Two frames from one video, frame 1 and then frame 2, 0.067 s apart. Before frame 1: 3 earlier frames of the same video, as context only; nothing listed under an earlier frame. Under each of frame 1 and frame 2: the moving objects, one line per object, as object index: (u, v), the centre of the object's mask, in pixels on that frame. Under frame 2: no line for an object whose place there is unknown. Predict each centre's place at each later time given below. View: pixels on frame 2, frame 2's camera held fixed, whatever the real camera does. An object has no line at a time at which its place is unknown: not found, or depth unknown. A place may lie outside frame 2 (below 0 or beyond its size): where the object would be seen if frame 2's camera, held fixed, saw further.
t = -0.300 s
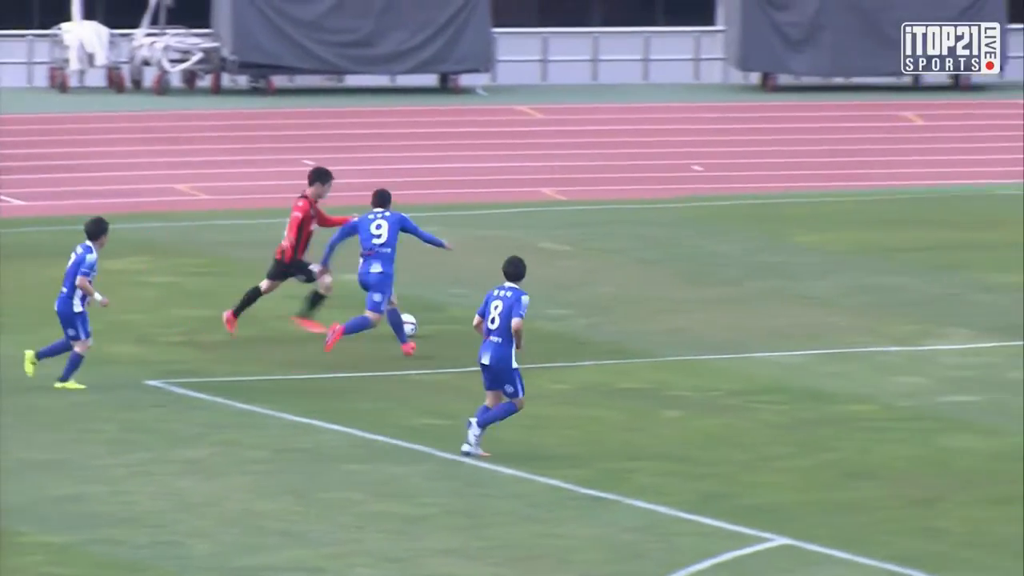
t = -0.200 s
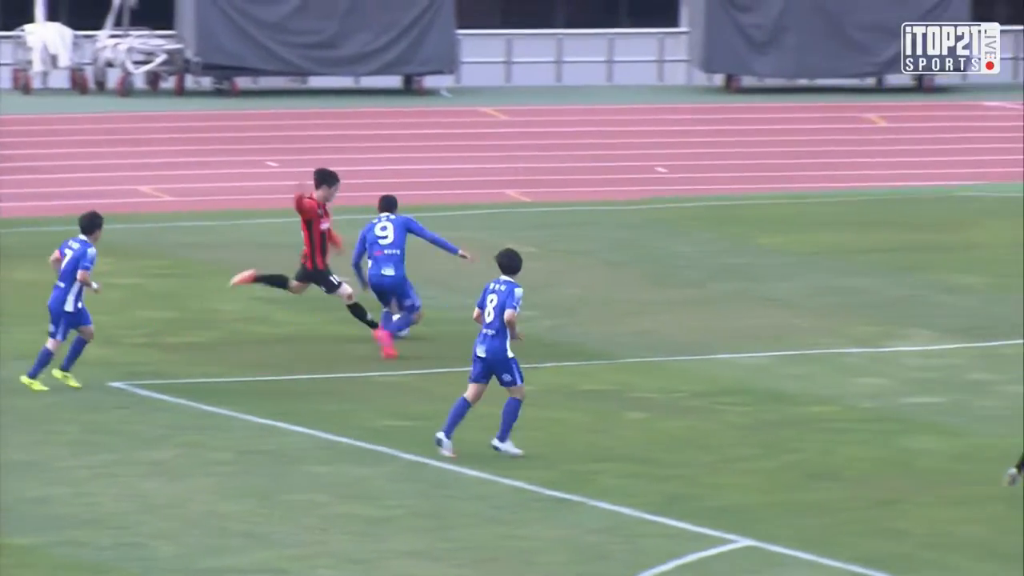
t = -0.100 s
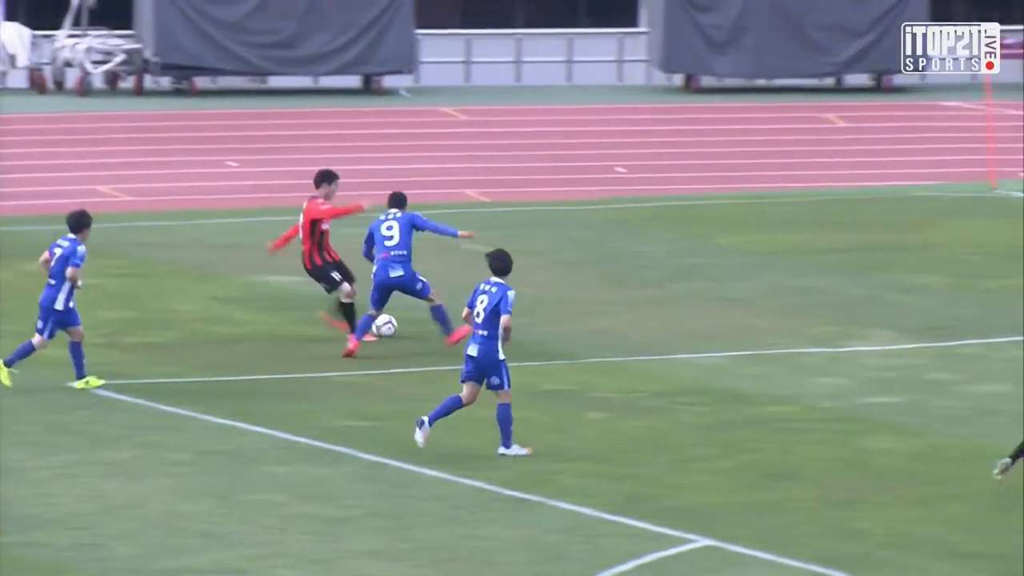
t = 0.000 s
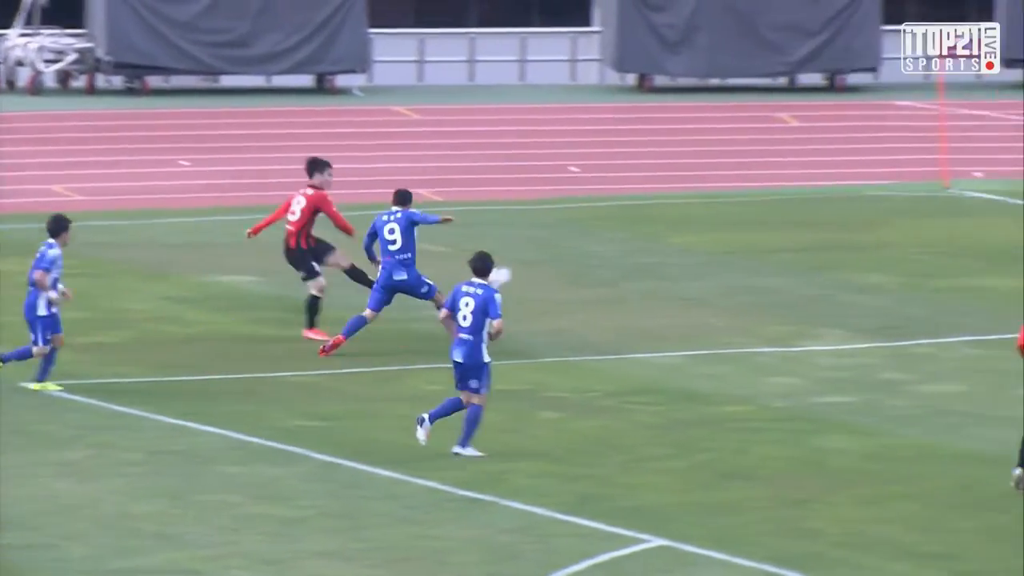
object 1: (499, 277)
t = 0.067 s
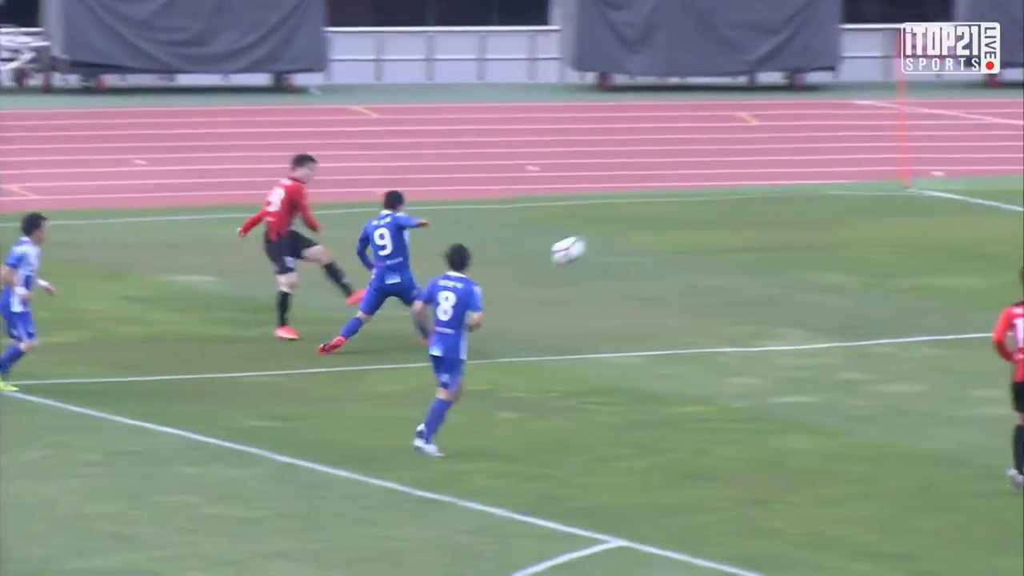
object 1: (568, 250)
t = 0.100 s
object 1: (622, 238)
